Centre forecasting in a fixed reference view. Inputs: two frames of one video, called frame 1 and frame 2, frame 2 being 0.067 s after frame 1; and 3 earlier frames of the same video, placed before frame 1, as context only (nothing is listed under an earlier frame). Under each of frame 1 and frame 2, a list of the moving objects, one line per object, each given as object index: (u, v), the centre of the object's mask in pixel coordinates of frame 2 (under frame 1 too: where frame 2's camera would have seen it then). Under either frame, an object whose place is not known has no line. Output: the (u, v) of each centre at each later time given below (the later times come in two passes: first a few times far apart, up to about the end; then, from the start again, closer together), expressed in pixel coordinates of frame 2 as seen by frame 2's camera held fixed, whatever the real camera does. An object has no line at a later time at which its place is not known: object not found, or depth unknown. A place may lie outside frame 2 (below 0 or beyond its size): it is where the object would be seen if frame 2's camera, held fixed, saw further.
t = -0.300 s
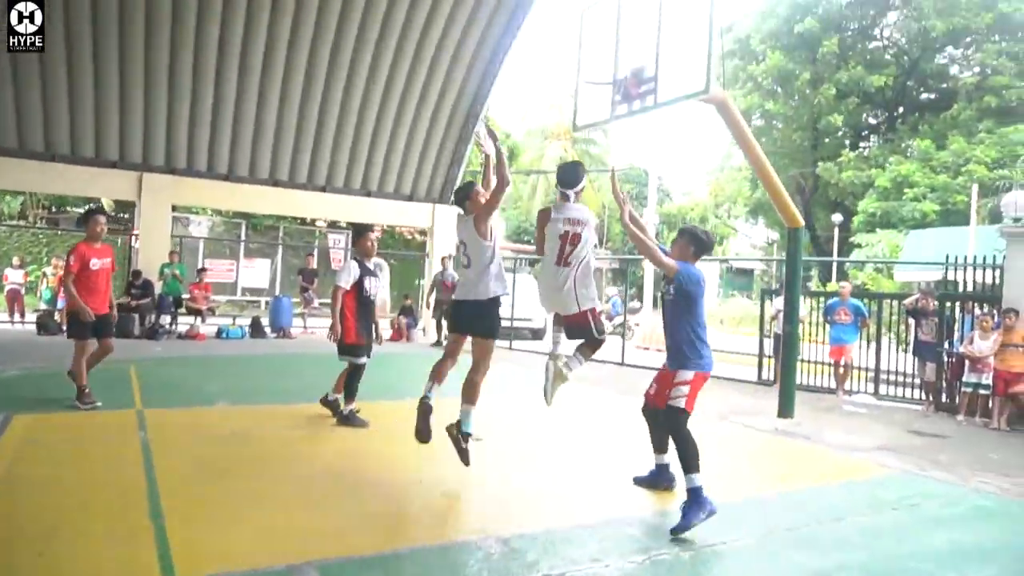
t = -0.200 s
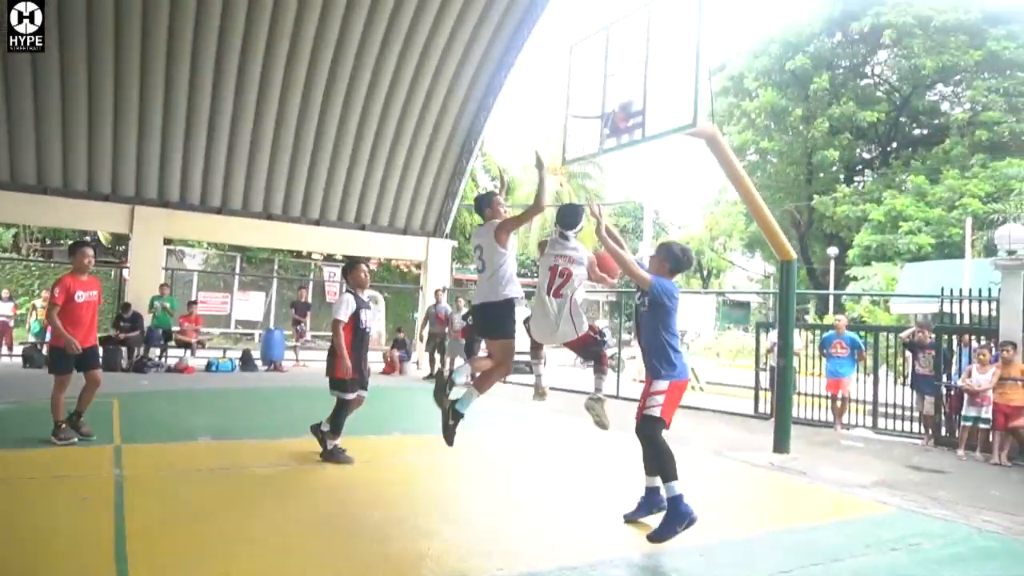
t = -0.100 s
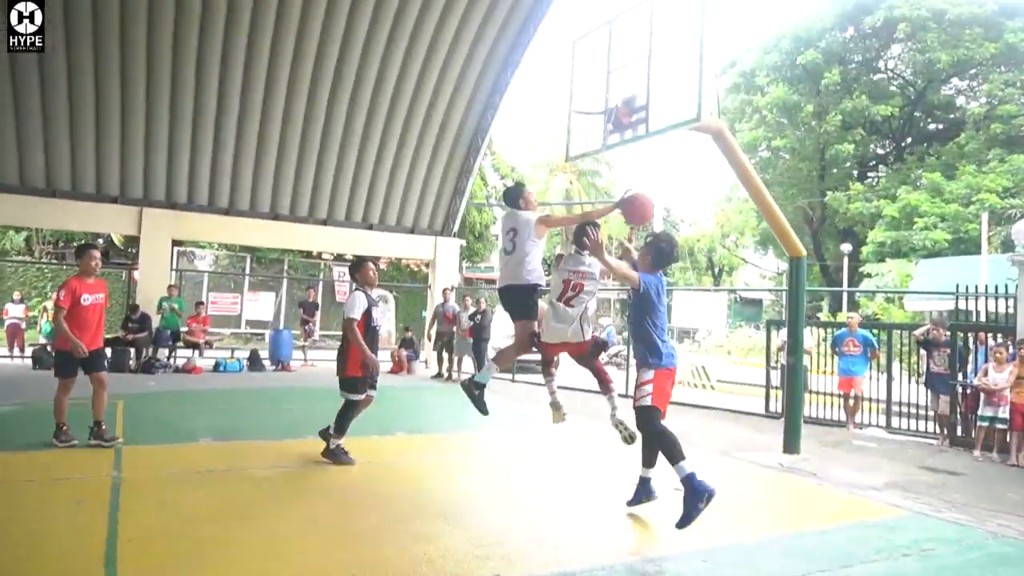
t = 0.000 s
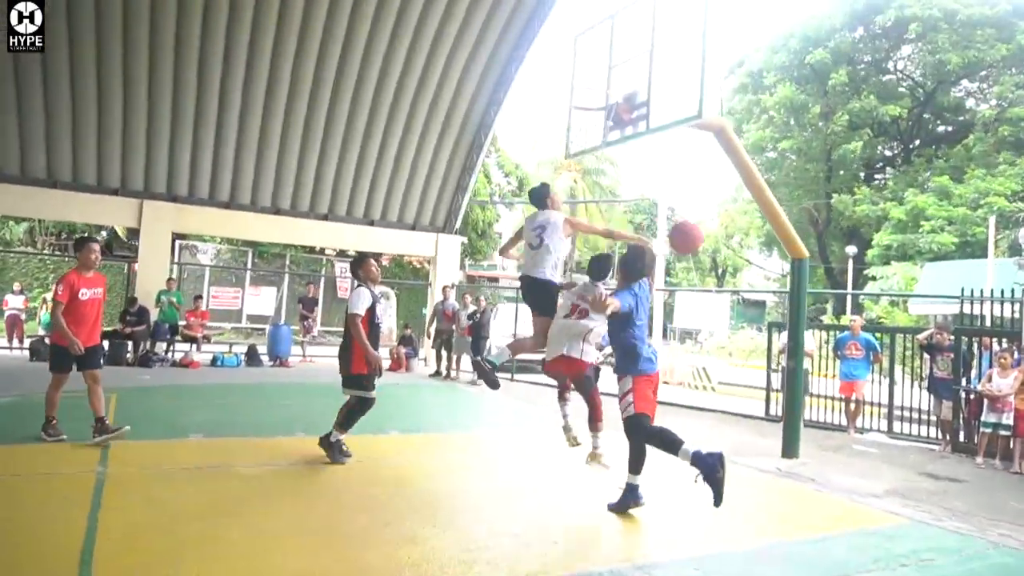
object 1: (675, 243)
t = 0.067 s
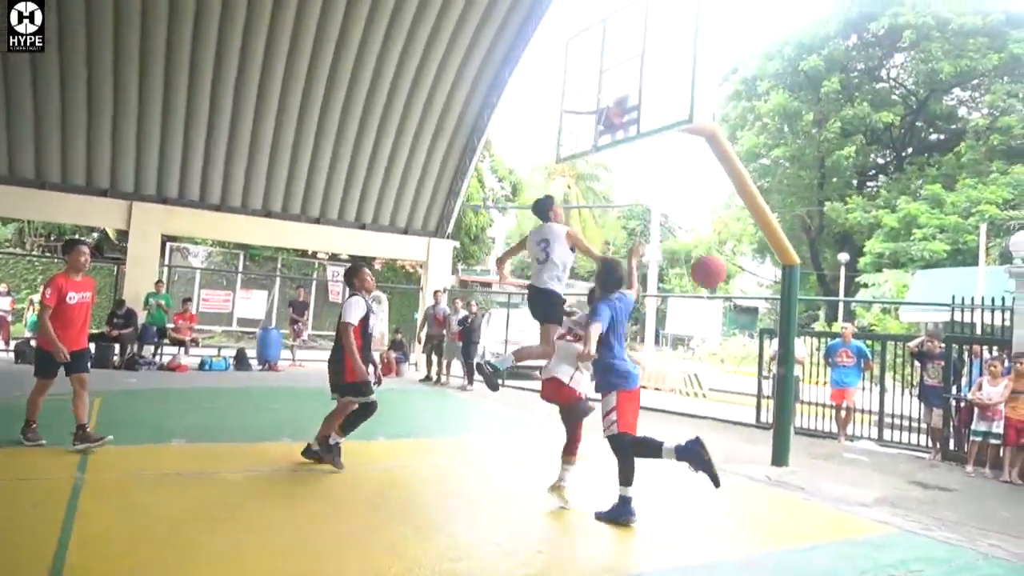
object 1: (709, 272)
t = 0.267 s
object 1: (801, 395)
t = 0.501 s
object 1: (881, 447)
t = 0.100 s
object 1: (724, 288)
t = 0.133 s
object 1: (740, 307)
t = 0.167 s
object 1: (755, 326)
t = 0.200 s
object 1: (771, 348)
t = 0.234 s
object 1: (786, 371)
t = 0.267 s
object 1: (801, 395)
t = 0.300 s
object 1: (817, 423)
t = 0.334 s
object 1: (832, 449)
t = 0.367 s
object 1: (849, 477)
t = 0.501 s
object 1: (881, 447)
